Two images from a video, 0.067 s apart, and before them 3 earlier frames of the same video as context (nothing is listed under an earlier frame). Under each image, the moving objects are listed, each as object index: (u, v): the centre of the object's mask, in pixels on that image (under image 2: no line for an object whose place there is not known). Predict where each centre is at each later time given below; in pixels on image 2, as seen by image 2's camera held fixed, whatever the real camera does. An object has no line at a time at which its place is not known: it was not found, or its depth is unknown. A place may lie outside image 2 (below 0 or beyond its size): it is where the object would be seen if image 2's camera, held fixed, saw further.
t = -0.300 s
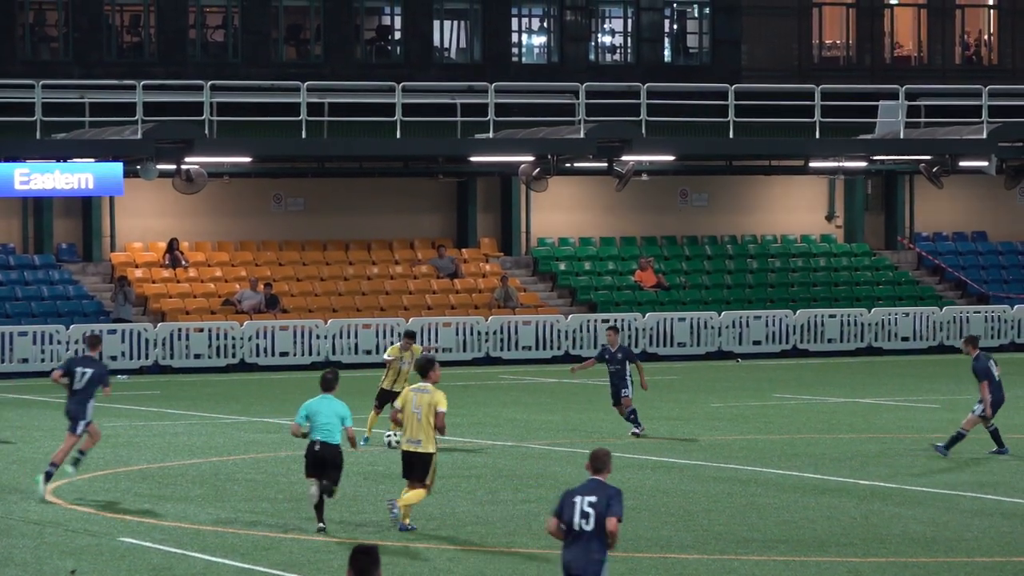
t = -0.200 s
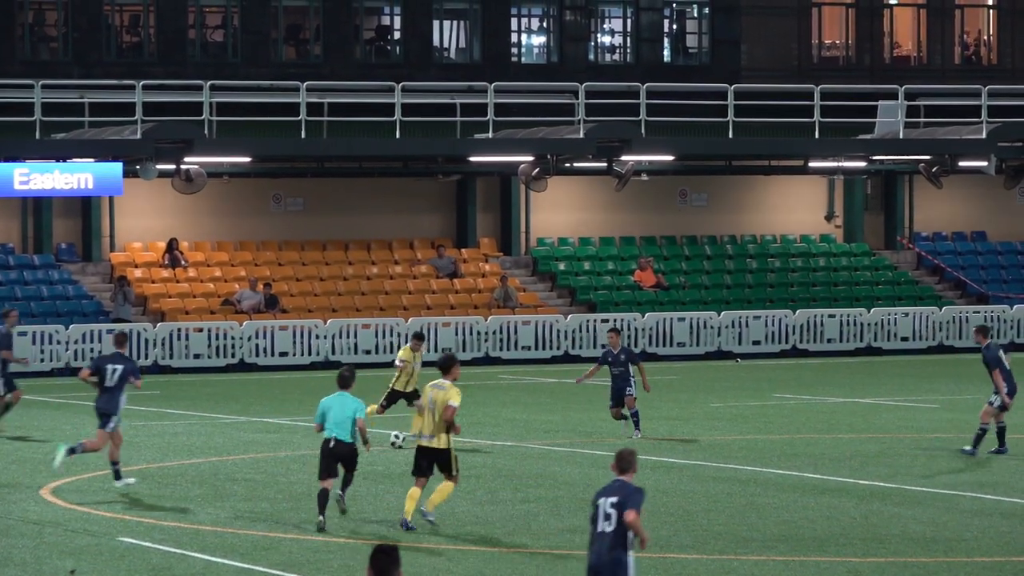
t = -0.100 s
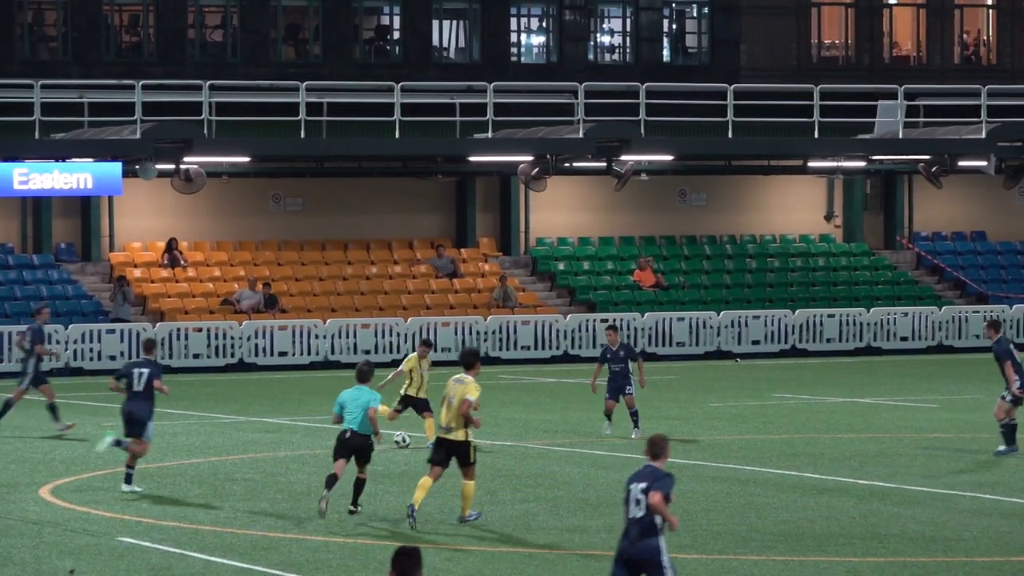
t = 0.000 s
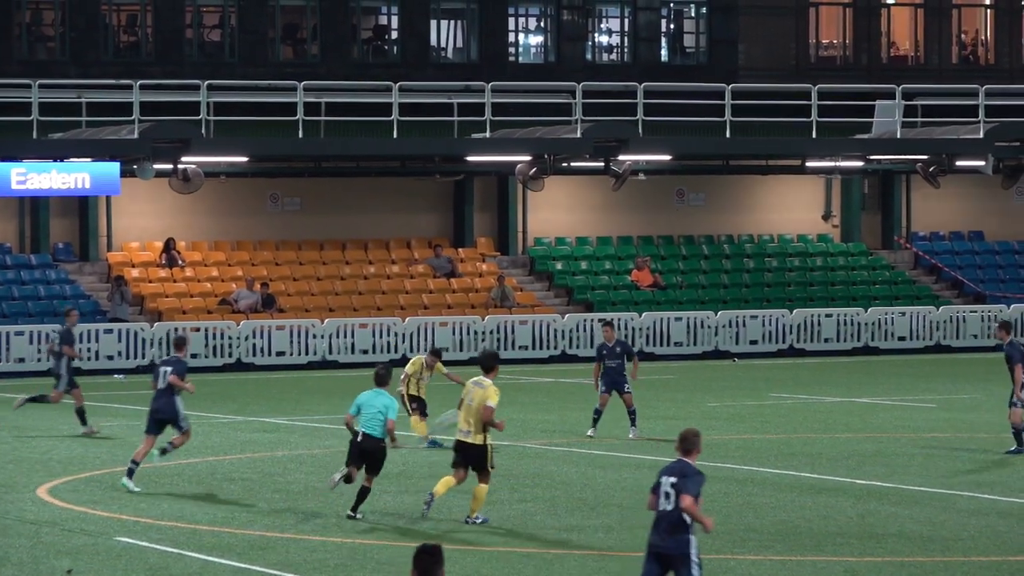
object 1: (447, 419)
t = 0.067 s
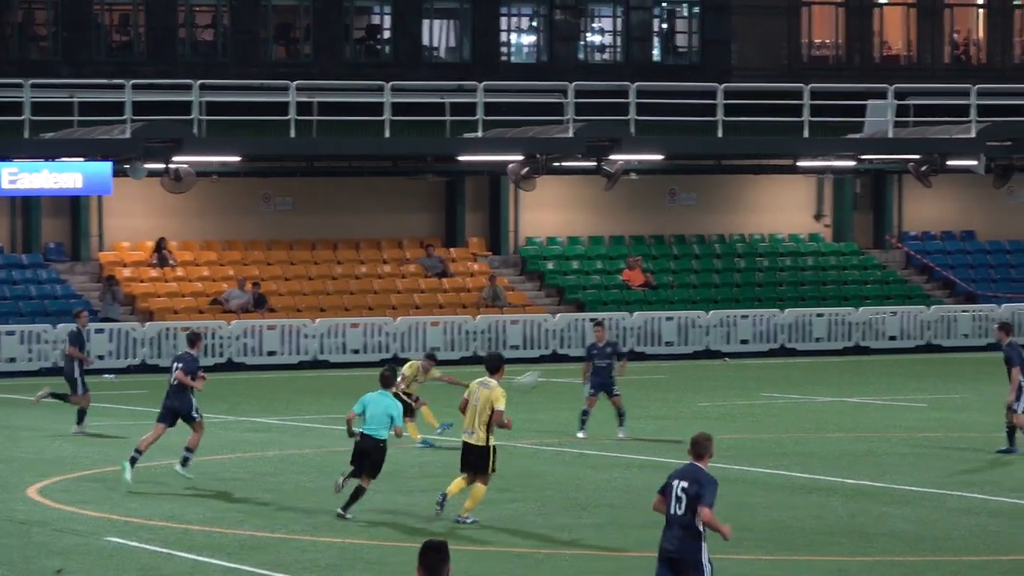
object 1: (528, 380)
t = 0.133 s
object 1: (618, 344)
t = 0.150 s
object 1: (638, 335)
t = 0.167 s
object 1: (660, 326)
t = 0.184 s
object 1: (681, 317)
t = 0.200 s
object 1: (705, 309)
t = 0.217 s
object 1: (728, 300)
